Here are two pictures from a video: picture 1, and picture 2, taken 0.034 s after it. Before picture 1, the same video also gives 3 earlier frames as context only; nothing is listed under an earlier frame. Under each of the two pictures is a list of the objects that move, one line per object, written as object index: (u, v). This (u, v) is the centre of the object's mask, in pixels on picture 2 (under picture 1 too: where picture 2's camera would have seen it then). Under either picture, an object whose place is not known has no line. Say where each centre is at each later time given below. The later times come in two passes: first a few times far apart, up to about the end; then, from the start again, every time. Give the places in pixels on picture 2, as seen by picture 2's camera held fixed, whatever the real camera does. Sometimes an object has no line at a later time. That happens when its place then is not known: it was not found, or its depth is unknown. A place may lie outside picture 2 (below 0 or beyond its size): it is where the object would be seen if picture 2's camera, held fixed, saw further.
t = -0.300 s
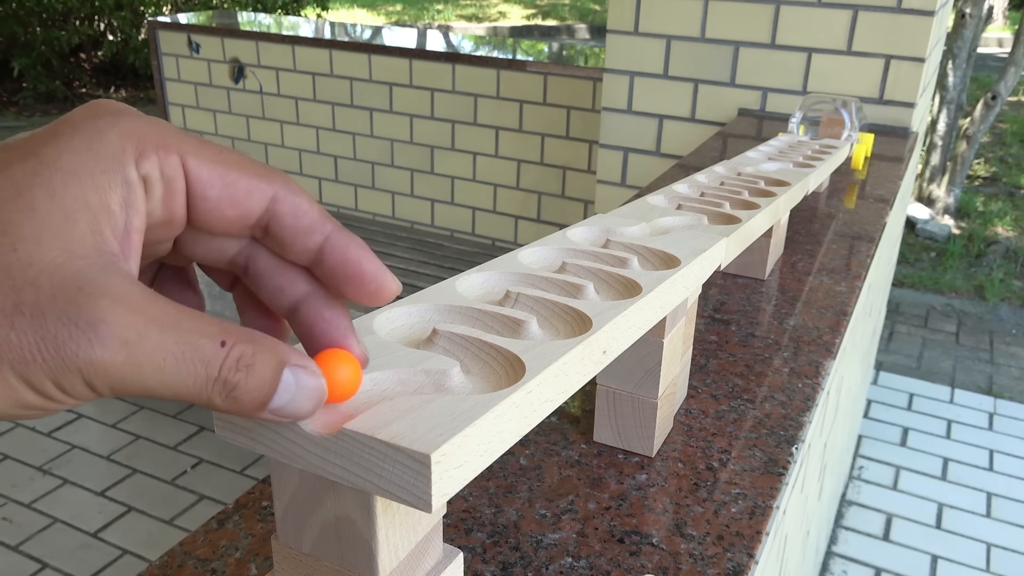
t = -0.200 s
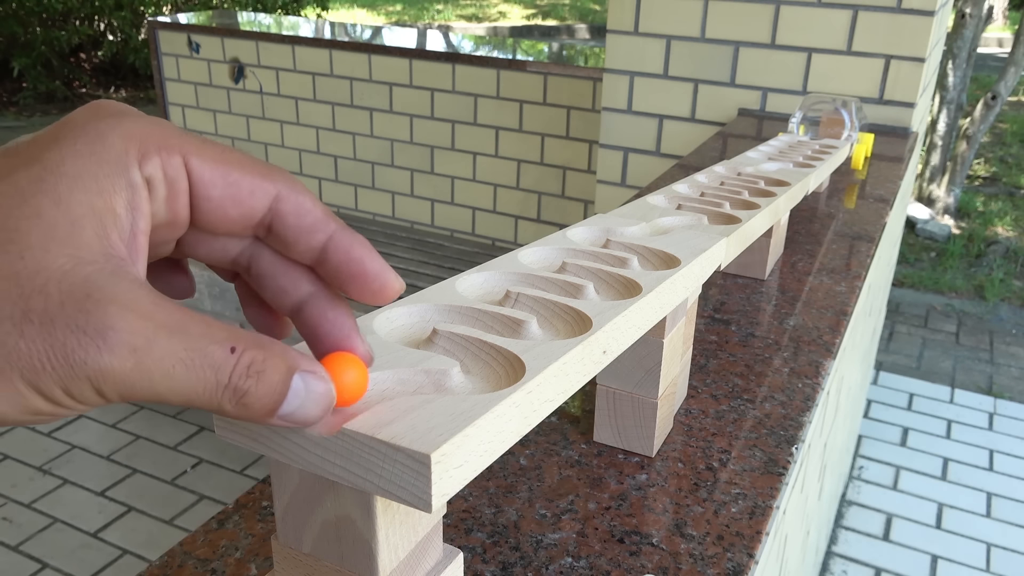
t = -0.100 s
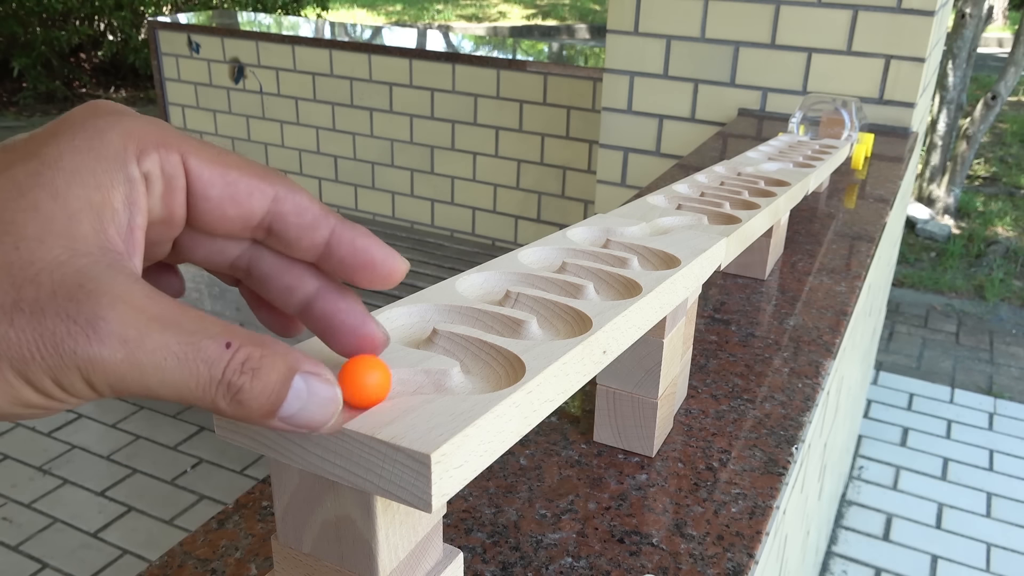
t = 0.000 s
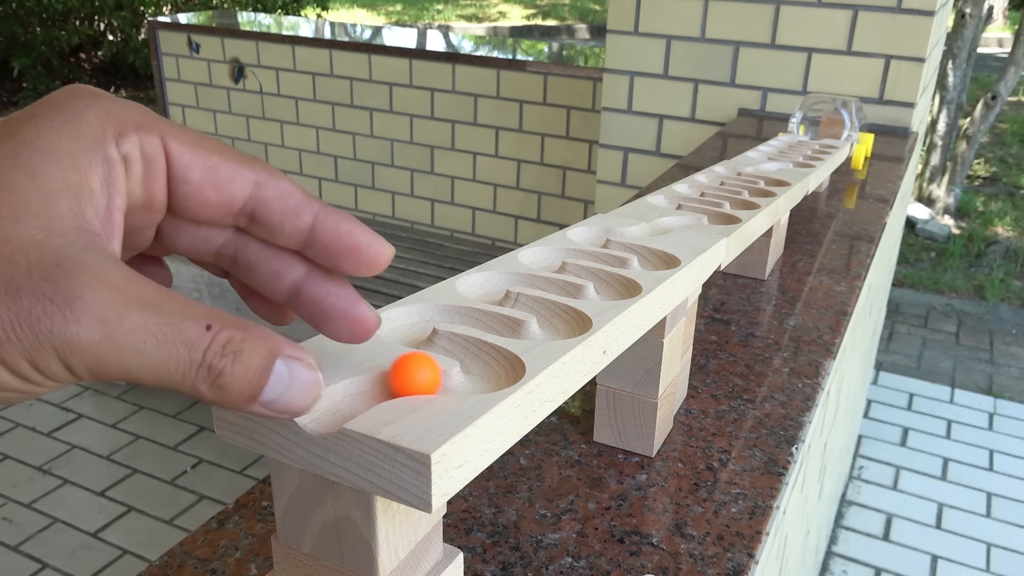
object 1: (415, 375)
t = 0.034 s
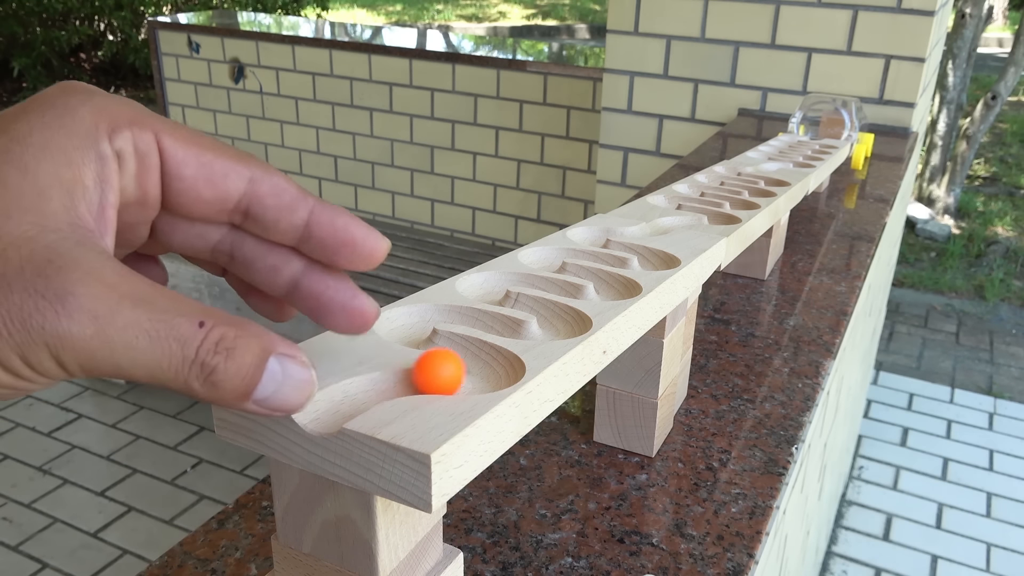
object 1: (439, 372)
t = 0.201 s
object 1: (485, 355)
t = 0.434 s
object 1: (413, 315)
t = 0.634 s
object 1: (542, 326)
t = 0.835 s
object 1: (515, 297)
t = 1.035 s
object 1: (512, 276)
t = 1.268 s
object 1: (619, 287)
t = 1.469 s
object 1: (544, 260)
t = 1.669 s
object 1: (593, 253)
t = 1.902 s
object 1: (659, 255)
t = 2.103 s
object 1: (587, 234)
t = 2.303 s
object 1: (641, 227)
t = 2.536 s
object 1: (682, 215)
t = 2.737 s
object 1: (708, 210)
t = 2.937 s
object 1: (662, 197)
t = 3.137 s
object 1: (723, 203)
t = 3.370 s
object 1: (717, 193)
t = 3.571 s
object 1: (695, 185)
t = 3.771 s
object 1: (755, 191)
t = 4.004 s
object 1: (725, 180)
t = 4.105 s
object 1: (709, 177)
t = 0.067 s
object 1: (462, 373)
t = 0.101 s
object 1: (490, 372)
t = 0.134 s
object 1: (499, 367)
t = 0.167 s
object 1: (493, 366)
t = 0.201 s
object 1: (485, 355)
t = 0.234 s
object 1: (471, 344)
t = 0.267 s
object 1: (450, 341)
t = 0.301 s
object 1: (427, 336)
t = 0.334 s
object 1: (409, 331)
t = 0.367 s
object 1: (401, 326)
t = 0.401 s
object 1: (401, 321)
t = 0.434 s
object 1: (413, 315)
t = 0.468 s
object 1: (433, 310)
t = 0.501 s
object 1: (457, 310)
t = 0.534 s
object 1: (480, 316)
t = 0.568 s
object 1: (501, 322)
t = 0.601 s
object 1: (523, 326)
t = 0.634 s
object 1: (542, 326)
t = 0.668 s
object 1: (555, 326)
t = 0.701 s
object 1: (566, 322)
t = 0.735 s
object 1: (569, 314)
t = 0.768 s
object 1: (556, 309)
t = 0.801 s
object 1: (537, 303)
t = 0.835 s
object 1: (515, 297)
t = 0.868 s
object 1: (494, 293)
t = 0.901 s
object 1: (479, 287)
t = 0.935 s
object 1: (479, 285)
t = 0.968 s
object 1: (486, 283)
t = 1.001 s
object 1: (496, 276)
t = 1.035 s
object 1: (512, 276)
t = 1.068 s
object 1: (534, 278)
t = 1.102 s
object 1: (554, 282)
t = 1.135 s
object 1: (572, 286)
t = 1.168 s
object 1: (589, 289)
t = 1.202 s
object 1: (603, 289)
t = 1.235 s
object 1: (612, 289)
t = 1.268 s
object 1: (619, 287)
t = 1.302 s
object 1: (621, 282)
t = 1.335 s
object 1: (611, 278)
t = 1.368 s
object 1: (596, 273)
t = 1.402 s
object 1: (578, 267)
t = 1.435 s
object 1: (560, 263)
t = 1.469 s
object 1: (544, 260)
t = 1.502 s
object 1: (539, 257)
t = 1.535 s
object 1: (541, 256)
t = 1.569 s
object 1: (546, 253)
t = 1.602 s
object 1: (557, 250)
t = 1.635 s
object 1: (575, 250)
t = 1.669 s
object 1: (593, 253)
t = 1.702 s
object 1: (610, 256)
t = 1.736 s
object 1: (626, 259)
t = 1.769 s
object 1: (640, 260)
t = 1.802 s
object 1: (649, 261)
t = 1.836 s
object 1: (657, 260)
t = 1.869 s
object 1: (663, 258)
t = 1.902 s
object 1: (659, 255)
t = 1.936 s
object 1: (647, 252)
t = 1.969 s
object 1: (632, 246)
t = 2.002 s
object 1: (615, 242)
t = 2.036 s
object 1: (598, 239)
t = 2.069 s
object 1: (587, 235)
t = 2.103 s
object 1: (587, 234)
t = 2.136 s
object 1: (589, 233)
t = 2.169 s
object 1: (596, 230)
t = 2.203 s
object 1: (608, 228)
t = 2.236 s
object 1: (626, 228)
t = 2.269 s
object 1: (636, 227)
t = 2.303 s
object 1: (641, 227)
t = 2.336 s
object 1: (648, 226)
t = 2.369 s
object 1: (658, 224)
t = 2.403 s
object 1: (662, 222)
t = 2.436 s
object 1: (662, 221)
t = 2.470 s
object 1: (663, 219)
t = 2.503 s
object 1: (671, 218)
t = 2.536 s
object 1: (682, 215)
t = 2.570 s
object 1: (697, 214)
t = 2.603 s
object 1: (715, 217)
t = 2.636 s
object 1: (729, 215)
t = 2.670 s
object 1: (730, 214)
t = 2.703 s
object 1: (719, 214)
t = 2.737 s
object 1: (708, 210)
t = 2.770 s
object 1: (695, 205)
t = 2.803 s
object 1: (682, 204)
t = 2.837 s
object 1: (671, 202)
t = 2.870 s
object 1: (667, 201)
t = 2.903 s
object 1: (665, 200)
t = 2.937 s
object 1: (662, 197)
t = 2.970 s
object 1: (666, 198)
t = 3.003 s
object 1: (675, 198)
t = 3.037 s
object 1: (688, 196)
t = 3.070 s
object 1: (701, 198)
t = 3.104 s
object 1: (713, 201)
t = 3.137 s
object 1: (723, 203)
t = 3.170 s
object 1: (734, 203)
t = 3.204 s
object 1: (741, 204)
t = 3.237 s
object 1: (746, 203)
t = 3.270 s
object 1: (748, 201)
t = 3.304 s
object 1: (741, 200)
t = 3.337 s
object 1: (730, 197)
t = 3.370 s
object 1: (717, 193)
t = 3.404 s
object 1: (704, 191)
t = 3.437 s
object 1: (692, 189)
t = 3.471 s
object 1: (687, 187)
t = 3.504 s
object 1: (688, 187)
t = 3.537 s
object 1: (689, 186)
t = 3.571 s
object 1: (695, 185)
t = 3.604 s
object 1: (705, 186)
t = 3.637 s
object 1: (719, 186)
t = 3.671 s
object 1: (731, 188)
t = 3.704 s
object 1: (741, 190)
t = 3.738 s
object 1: (750, 191)
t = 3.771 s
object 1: (755, 191)
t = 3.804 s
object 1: (760, 192)
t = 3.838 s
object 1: (765, 190)
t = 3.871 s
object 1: (764, 189)
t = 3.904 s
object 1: (757, 188)
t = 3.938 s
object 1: (748, 185)
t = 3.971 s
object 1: (737, 182)
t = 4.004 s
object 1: (725, 180)
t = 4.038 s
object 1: (715, 178)
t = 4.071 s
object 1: (711, 178)
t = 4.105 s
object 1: (709, 177)
